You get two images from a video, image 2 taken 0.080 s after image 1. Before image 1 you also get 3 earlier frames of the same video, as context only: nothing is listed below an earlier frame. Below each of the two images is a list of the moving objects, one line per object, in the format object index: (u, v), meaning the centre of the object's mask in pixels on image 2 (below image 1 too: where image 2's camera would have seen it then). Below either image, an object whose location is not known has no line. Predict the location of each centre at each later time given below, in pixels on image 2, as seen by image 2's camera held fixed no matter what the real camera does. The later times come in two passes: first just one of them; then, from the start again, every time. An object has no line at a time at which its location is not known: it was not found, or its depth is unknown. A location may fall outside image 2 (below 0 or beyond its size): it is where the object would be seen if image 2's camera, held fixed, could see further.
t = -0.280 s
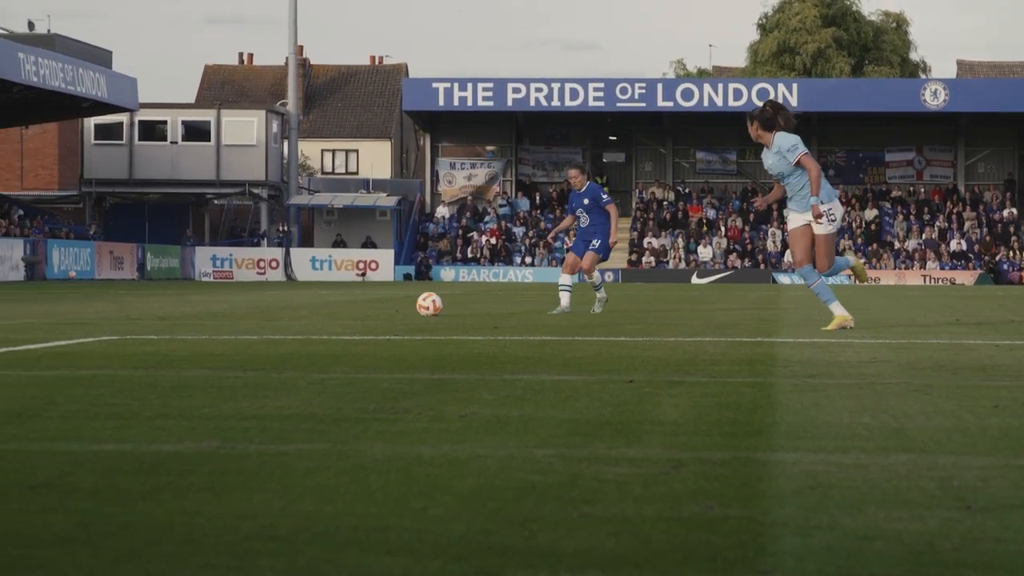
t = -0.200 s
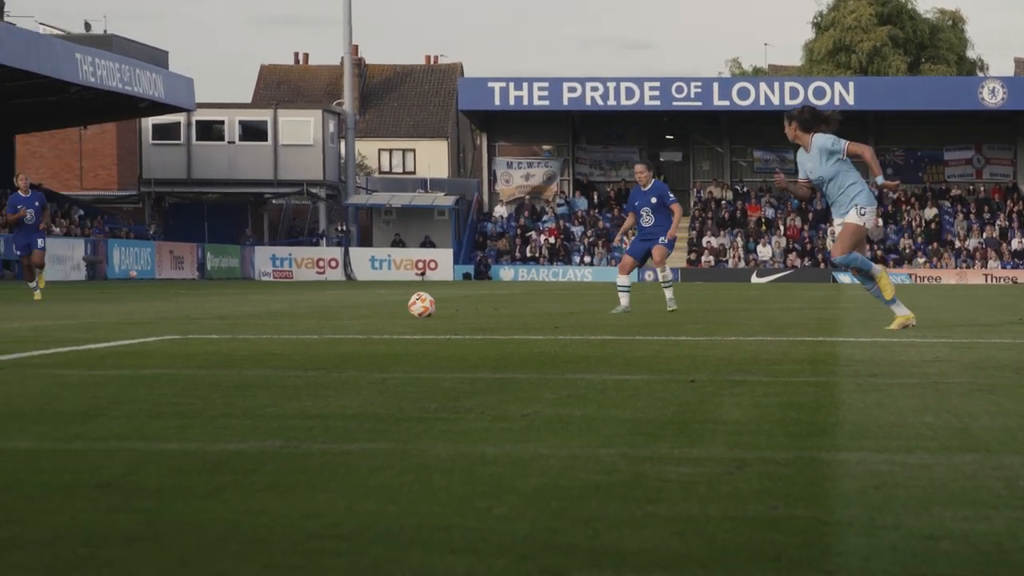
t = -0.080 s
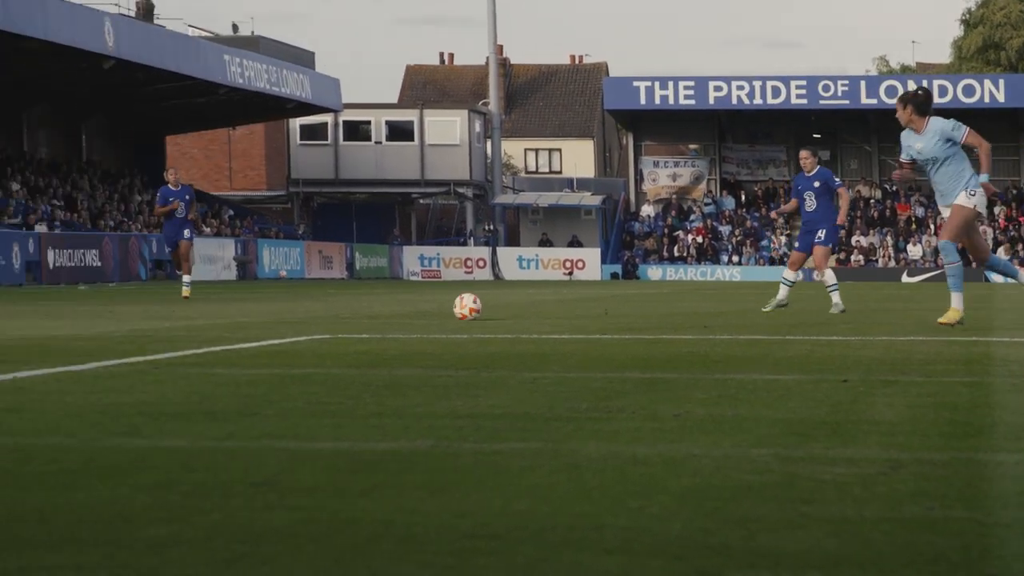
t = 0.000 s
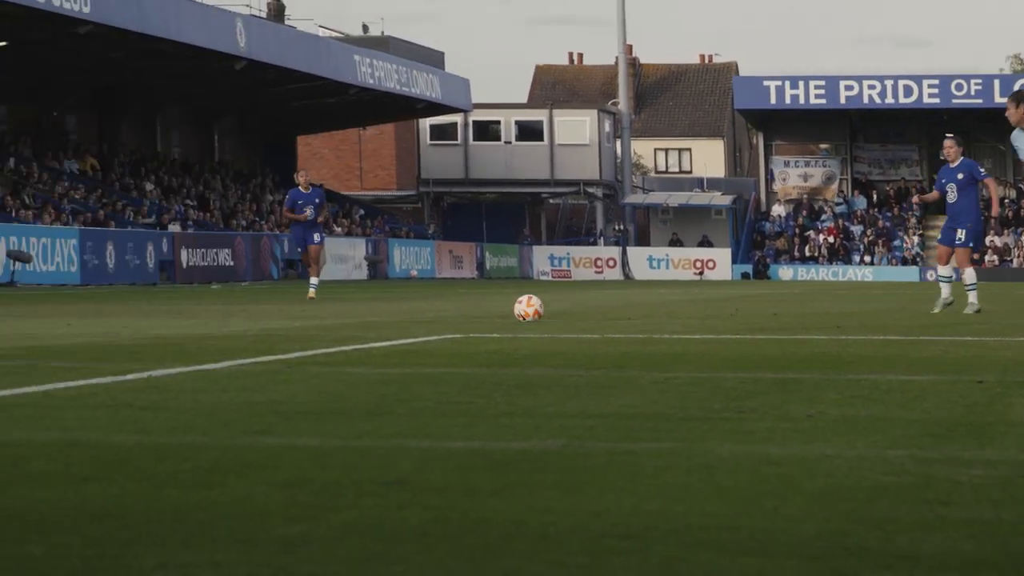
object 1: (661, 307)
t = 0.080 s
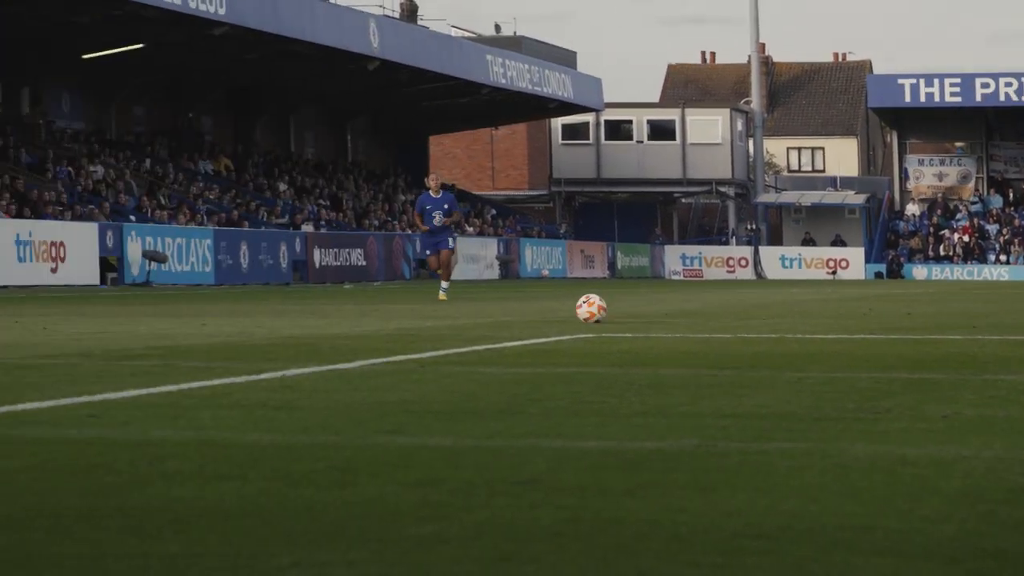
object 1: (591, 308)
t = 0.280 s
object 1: (412, 314)
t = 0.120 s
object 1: (555, 309)
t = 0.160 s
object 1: (519, 310)
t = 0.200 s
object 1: (483, 311)
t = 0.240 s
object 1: (448, 312)
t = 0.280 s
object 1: (412, 314)
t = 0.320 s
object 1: (376, 315)
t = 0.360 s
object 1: (339, 315)
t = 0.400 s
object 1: (302, 316)
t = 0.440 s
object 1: (265, 318)
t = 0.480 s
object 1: (228, 318)
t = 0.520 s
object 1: (192, 319)
